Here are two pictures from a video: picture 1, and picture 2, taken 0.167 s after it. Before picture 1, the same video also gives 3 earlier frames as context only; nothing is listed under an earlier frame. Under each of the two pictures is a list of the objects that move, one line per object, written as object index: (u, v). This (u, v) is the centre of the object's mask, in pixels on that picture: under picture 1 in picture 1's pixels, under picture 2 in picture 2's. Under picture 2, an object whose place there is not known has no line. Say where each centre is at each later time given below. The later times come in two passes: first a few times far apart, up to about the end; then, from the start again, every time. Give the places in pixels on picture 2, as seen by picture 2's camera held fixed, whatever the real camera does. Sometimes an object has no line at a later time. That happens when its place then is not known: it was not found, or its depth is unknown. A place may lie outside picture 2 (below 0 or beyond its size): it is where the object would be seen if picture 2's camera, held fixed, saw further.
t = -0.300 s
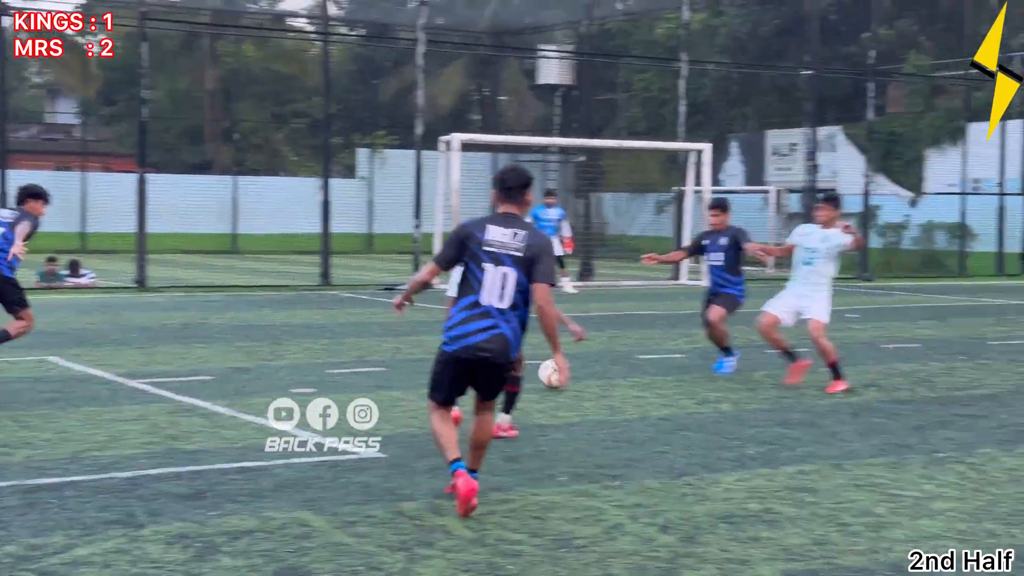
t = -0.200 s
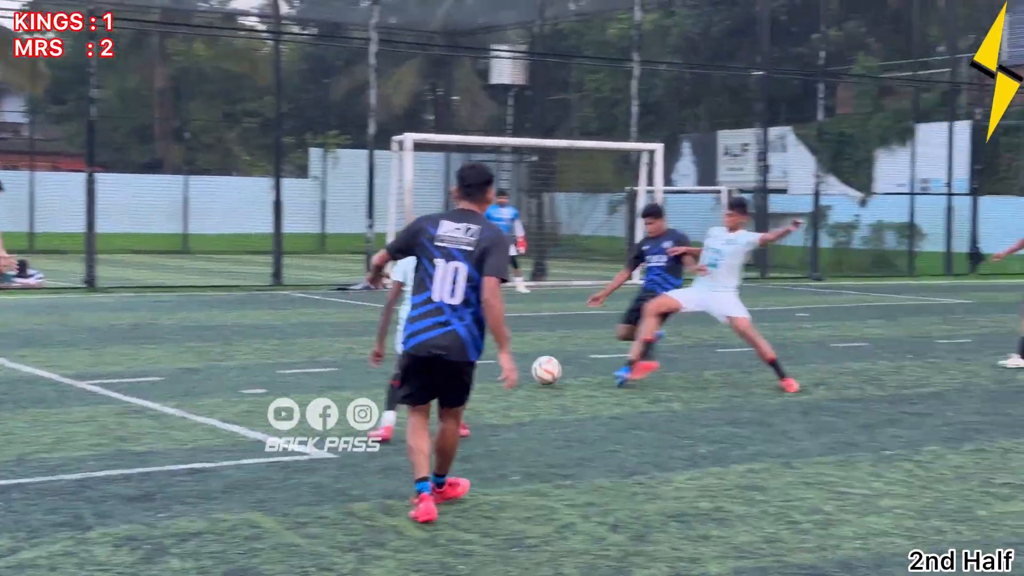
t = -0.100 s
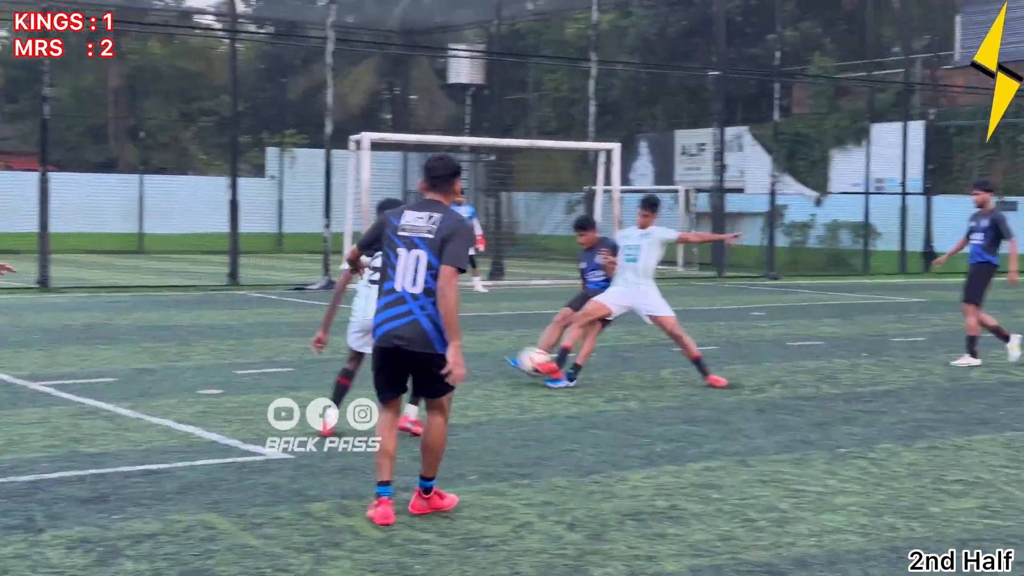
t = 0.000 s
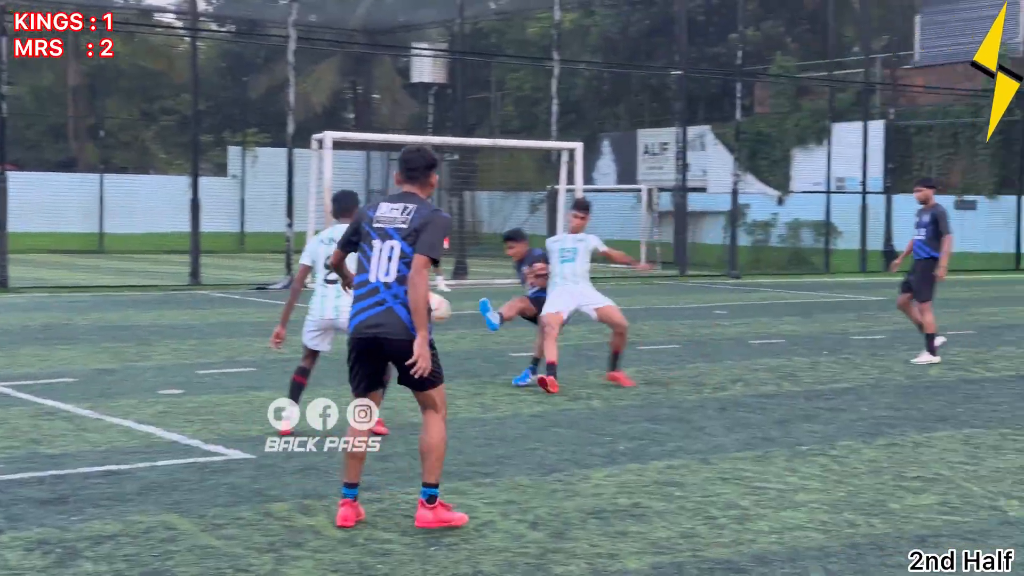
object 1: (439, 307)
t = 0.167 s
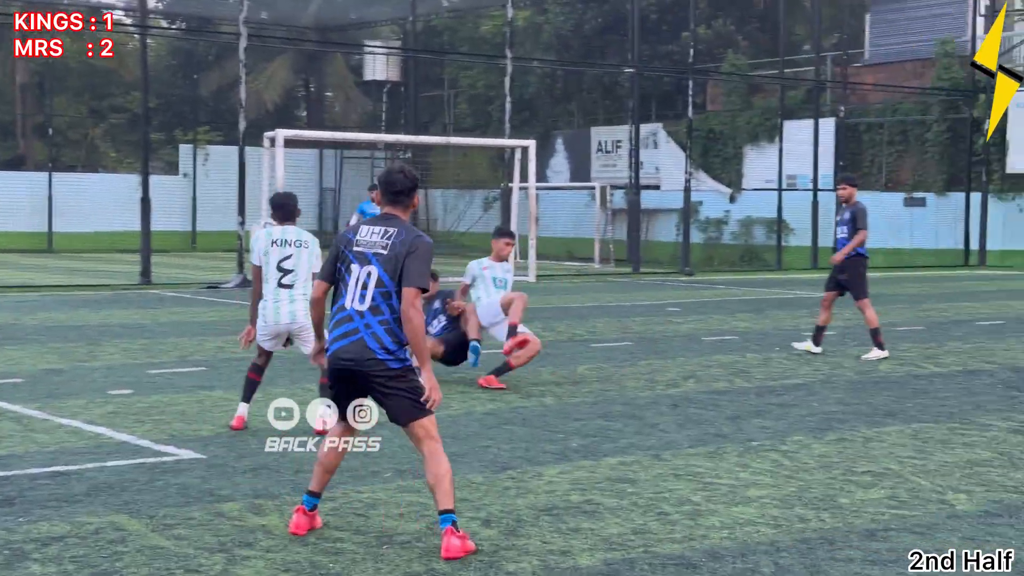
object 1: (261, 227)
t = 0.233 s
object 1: (244, 223)
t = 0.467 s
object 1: (163, 235)
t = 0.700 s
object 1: (105, 310)
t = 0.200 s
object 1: (250, 224)
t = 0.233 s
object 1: (244, 223)
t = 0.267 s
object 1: (231, 221)
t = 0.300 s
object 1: (220, 220)
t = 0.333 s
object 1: (206, 219)
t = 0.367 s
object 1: (198, 221)
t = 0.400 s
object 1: (182, 224)
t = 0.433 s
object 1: (173, 229)
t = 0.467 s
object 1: (163, 235)
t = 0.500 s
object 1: (153, 242)
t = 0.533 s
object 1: (148, 250)
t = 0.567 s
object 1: (137, 259)
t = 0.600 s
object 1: (130, 270)
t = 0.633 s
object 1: (121, 283)
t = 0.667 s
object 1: (113, 296)
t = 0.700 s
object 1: (105, 310)
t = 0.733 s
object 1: (97, 325)
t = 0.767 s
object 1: (89, 341)
